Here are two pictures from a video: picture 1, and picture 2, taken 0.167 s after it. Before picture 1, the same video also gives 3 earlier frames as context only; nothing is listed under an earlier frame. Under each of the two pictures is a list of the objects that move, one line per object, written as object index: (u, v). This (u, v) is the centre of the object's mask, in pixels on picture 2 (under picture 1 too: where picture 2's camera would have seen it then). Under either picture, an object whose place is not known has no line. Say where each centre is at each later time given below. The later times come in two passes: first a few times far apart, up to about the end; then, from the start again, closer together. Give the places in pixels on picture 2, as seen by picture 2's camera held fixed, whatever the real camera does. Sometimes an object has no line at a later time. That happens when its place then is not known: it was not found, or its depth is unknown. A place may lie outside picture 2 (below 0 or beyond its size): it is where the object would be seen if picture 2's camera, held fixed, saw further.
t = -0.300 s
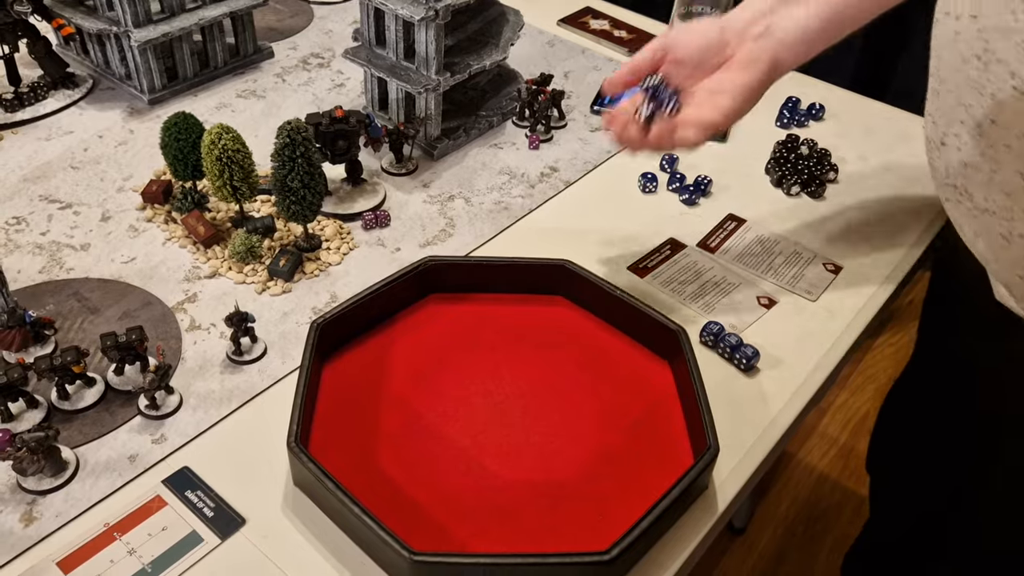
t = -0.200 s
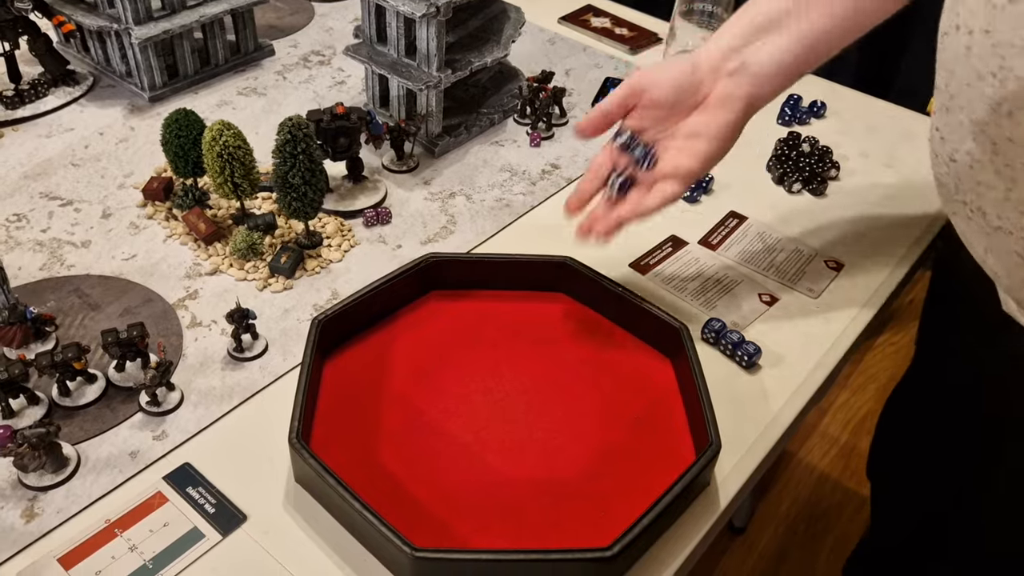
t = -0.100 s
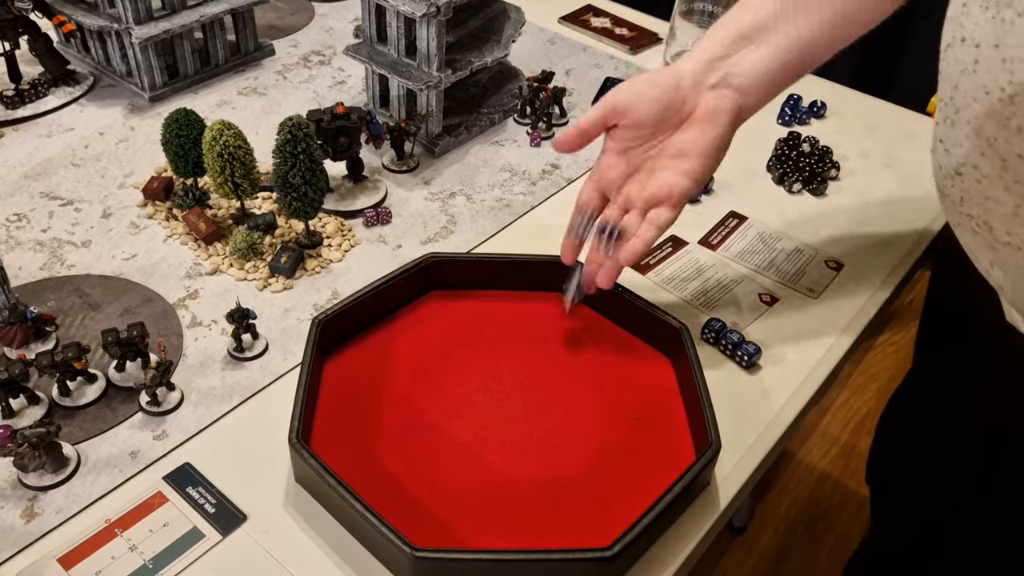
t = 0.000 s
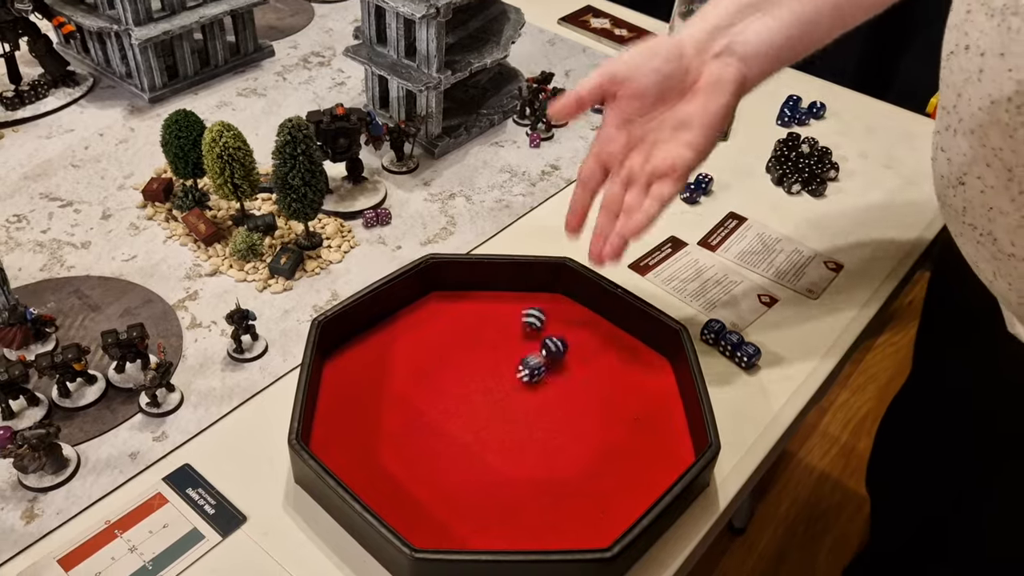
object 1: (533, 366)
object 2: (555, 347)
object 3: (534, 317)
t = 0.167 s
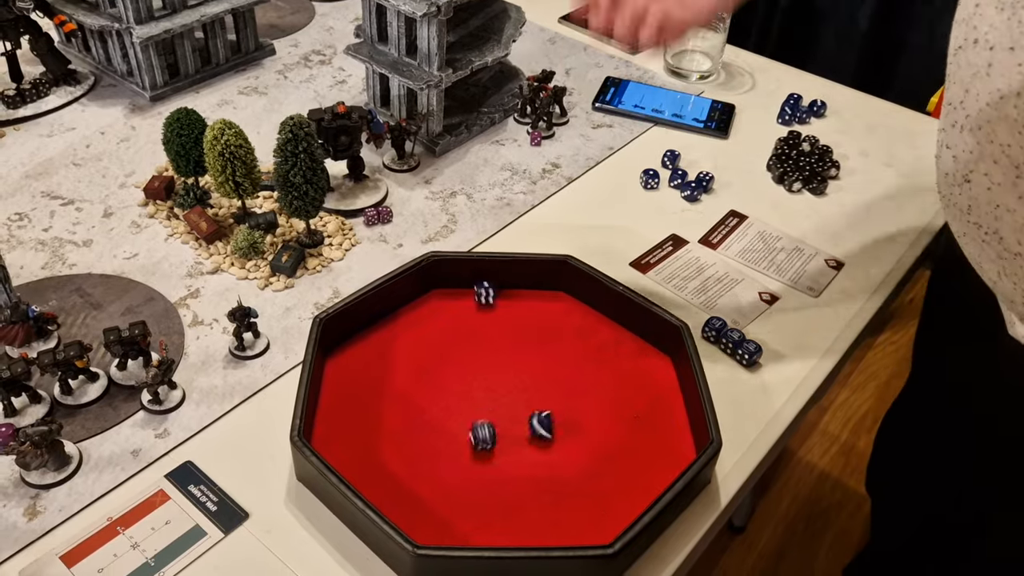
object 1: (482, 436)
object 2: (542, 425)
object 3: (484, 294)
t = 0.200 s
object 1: (482, 447)
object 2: (543, 435)
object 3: (482, 289)
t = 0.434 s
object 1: (530, 473)
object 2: (586, 464)
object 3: (485, 289)
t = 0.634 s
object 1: (545, 474)
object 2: (604, 451)
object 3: (485, 289)
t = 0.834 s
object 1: (545, 473)
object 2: (606, 452)
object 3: (485, 289)
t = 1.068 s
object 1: (545, 473)
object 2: (607, 452)
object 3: (485, 288)
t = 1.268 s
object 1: (545, 473)
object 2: (607, 452)
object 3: (485, 289)
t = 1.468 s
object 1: (545, 473)
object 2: (606, 452)
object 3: (485, 289)
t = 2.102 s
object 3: (485, 289)
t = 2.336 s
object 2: (607, 452)
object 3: (485, 289)
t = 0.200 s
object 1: (482, 447)
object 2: (543, 435)
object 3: (482, 289)
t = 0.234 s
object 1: (485, 456)
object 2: (546, 443)
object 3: (481, 287)
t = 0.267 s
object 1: (491, 462)
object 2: (550, 450)
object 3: (481, 287)
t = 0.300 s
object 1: (498, 468)
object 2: (556, 455)
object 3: (482, 289)
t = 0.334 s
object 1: (506, 471)
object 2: (564, 461)
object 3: (484, 289)
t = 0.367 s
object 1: (516, 475)
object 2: (572, 463)
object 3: (485, 289)
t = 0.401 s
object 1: (524, 474)
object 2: (579, 465)
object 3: (485, 289)
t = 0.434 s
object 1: (530, 473)
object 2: (586, 464)
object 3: (485, 289)
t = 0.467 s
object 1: (538, 473)
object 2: (590, 461)
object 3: (485, 289)
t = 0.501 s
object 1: (543, 470)
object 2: (594, 460)
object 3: (485, 289)
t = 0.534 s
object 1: (546, 473)
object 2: (598, 457)
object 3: (485, 289)
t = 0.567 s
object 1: (545, 474)
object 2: (599, 451)
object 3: (485, 289)
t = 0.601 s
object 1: (545, 473)
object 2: (602, 449)
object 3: (485, 289)
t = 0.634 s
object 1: (545, 474)
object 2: (604, 451)
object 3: (485, 289)
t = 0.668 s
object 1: (545, 473)
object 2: (607, 452)
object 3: (485, 288)
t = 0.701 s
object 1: (545, 474)
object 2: (606, 452)
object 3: (485, 289)
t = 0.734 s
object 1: (545, 474)
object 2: (606, 452)
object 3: (485, 289)
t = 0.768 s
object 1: (545, 474)
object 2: (606, 452)
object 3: (485, 289)
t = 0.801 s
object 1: (545, 474)
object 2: (607, 452)
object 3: (485, 289)
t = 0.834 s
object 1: (545, 473)
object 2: (606, 452)
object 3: (485, 289)
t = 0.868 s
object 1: (545, 473)
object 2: (607, 452)
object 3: (485, 289)
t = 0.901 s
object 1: (545, 473)
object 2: (607, 452)
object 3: (485, 289)
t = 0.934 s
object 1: (545, 473)
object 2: (607, 452)
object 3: (485, 288)
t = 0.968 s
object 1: (545, 473)
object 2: (607, 452)
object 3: (485, 288)
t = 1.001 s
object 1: (545, 474)
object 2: (607, 452)
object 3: (485, 288)
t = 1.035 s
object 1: (545, 474)
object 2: (607, 452)
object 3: (485, 289)
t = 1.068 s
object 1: (545, 473)
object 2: (607, 452)
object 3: (485, 288)
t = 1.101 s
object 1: (545, 474)
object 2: (607, 452)
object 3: (485, 289)
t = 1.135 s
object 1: (545, 473)
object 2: (606, 452)
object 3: (485, 289)
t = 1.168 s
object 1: (545, 473)
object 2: (606, 452)
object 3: (485, 289)
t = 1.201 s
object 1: (545, 474)
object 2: (607, 452)
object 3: (485, 288)
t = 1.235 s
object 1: (545, 473)
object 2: (606, 452)
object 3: (485, 289)
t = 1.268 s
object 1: (545, 473)
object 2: (607, 452)
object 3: (485, 289)
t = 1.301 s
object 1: (545, 473)
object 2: (606, 452)
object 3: (485, 288)
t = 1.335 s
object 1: (545, 473)
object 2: (607, 452)
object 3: (485, 288)
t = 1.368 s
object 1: (545, 473)
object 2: (606, 452)
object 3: (485, 289)
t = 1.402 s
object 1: (545, 473)
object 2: (607, 452)
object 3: (485, 289)
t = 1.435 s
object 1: (545, 473)
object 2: (607, 452)
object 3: (485, 289)
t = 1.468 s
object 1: (545, 473)
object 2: (606, 452)
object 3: (485, 289)
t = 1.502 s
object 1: (545, 474)
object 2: (607, 452)
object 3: (485, 289)
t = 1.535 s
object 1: (545, 473)
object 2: (607, 452)
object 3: (485, 289)
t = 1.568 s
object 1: (545, 473)
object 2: (606, 452)
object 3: (485, 289)
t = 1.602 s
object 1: (545, 474)
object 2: (607, 452)
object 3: (485, 289)
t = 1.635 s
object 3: (485, 289)
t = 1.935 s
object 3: (485, 289)
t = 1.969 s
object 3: (485, 288)
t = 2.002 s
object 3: (486, 289)
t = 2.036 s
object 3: (485, 289)
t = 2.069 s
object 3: (485, 289)
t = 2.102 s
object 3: (485, 289)
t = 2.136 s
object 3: (485, 288)
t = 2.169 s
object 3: (486, 289)
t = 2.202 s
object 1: (545, 474)
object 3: (485, 289)
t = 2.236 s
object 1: (545, 474)
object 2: (607, 452)
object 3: (485, 288)
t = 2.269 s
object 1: (546, 474)
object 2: (607, 452)
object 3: (485, 289)
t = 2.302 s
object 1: (546, 474)
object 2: (607, 452)
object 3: (485, 289)
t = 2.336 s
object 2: (607, 452)
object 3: (485, 289)
